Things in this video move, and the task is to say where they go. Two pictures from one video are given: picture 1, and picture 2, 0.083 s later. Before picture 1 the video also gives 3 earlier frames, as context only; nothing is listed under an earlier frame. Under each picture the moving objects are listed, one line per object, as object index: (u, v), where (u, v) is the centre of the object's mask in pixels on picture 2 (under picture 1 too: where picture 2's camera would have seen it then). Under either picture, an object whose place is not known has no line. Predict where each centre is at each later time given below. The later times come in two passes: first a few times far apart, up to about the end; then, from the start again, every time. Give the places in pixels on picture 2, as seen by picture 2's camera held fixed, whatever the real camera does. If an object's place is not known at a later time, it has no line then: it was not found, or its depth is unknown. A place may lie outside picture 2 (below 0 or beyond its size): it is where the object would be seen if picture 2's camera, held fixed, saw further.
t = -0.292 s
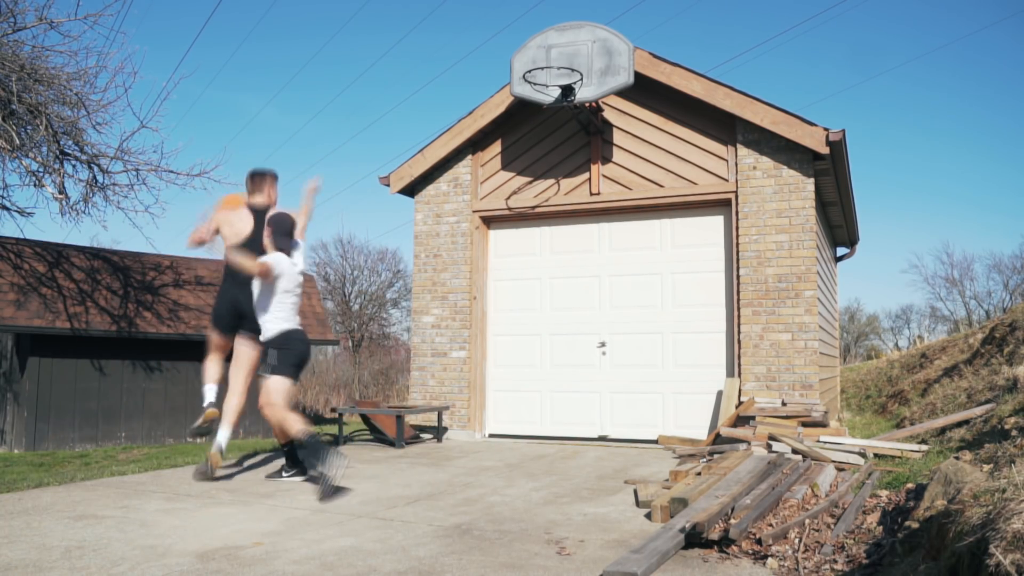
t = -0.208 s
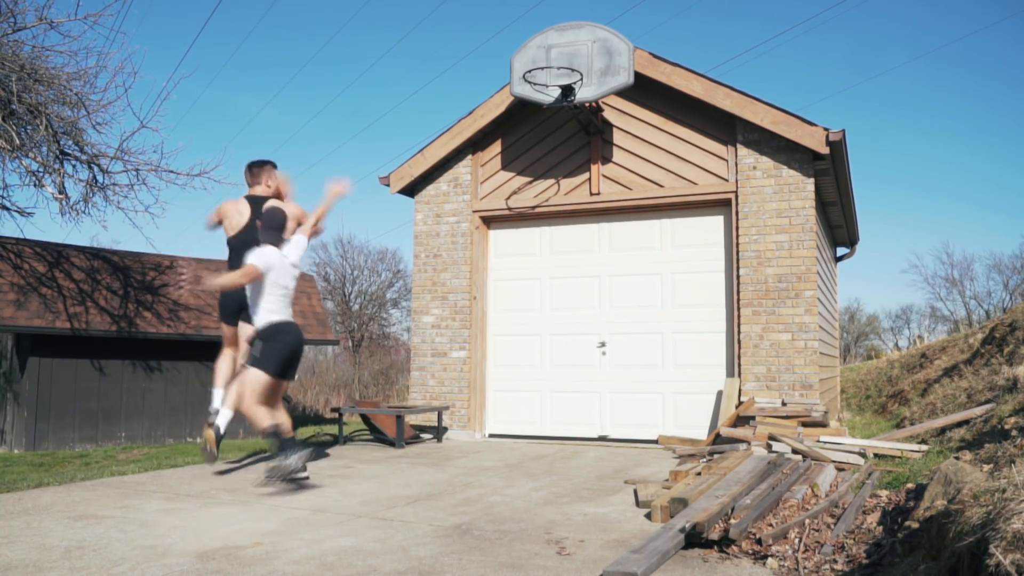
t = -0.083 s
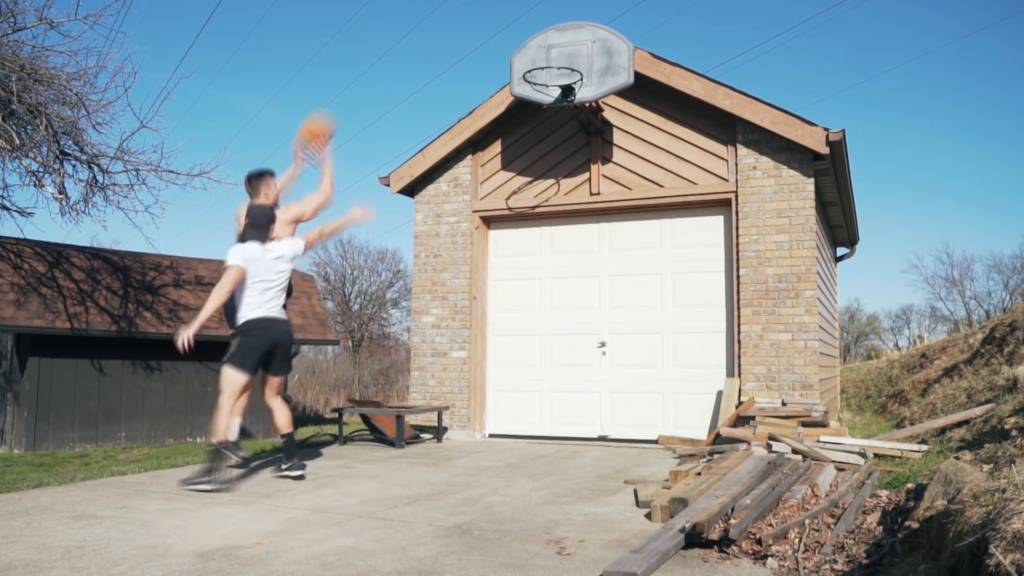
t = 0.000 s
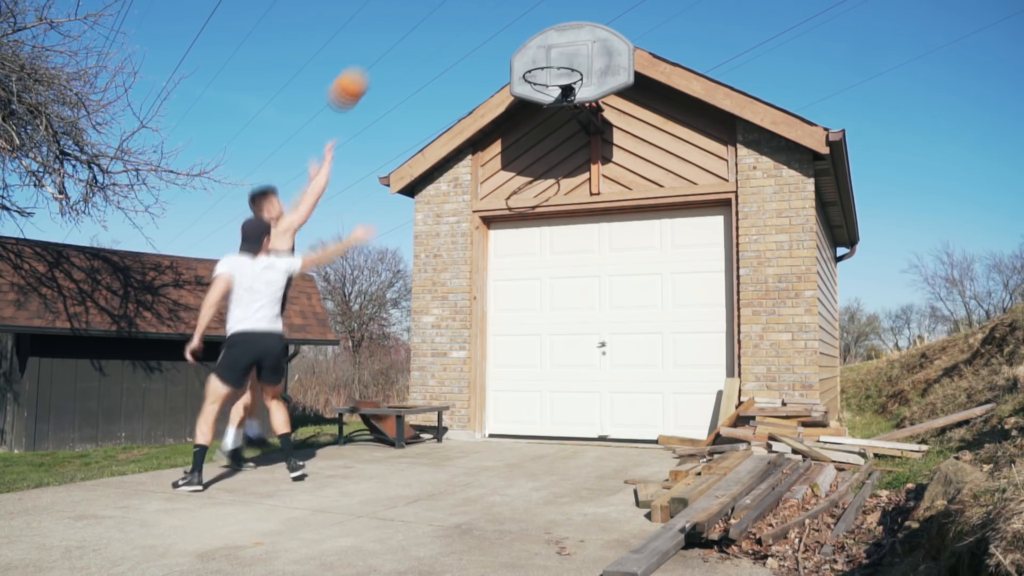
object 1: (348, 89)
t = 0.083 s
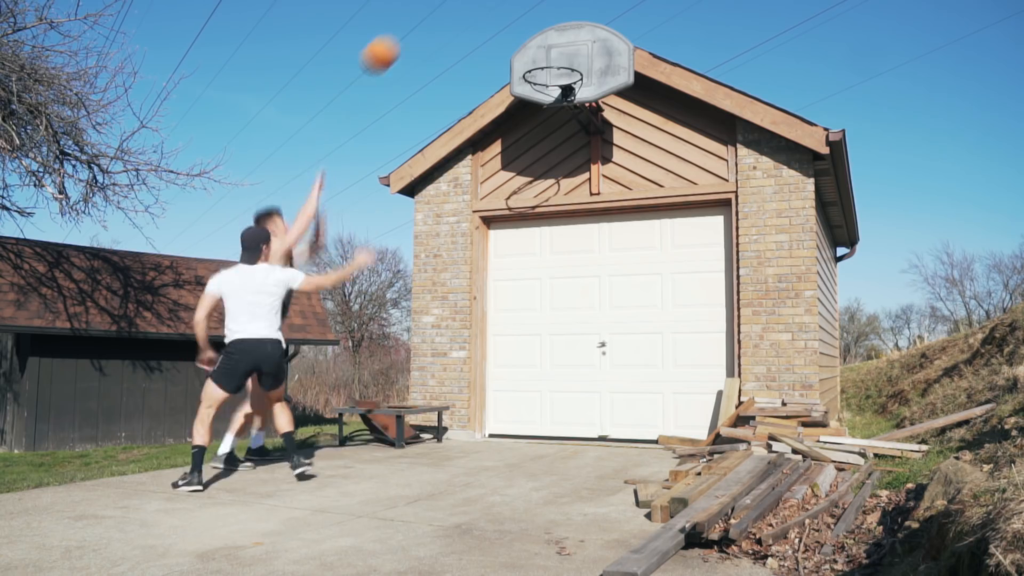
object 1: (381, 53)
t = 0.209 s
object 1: (426, 21)
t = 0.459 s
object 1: (506, 13)
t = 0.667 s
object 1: (542, 48)
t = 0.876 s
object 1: (548, 40)
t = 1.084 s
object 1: (554, 23)
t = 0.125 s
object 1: (395, 40)
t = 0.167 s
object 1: (411, 29)
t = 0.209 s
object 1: (426, 21)
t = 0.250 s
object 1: (440, 15)
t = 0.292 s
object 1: (453, 12)
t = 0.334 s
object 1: (467, 10)
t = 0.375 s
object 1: (480, 10)
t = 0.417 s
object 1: (493, 11)
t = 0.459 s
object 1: (506, 13)
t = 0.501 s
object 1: (518, 17)
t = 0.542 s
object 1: (529, 24)
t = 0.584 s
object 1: (539, 33)
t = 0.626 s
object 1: (540, 40)
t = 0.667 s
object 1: (542, 48)
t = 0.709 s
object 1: (544, 56)
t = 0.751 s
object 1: (545, 69)
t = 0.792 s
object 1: (546, 59)
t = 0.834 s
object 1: (547, 49)
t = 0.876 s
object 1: (548, 40)
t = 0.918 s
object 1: (550, 33)
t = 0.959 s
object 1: (551, 27)
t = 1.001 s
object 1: (552, 24)
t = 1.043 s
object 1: (553, 23)
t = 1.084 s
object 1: (554, 23)
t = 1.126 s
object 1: (556, 25)
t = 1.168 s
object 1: (557, 30)
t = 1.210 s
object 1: (558, 36)
